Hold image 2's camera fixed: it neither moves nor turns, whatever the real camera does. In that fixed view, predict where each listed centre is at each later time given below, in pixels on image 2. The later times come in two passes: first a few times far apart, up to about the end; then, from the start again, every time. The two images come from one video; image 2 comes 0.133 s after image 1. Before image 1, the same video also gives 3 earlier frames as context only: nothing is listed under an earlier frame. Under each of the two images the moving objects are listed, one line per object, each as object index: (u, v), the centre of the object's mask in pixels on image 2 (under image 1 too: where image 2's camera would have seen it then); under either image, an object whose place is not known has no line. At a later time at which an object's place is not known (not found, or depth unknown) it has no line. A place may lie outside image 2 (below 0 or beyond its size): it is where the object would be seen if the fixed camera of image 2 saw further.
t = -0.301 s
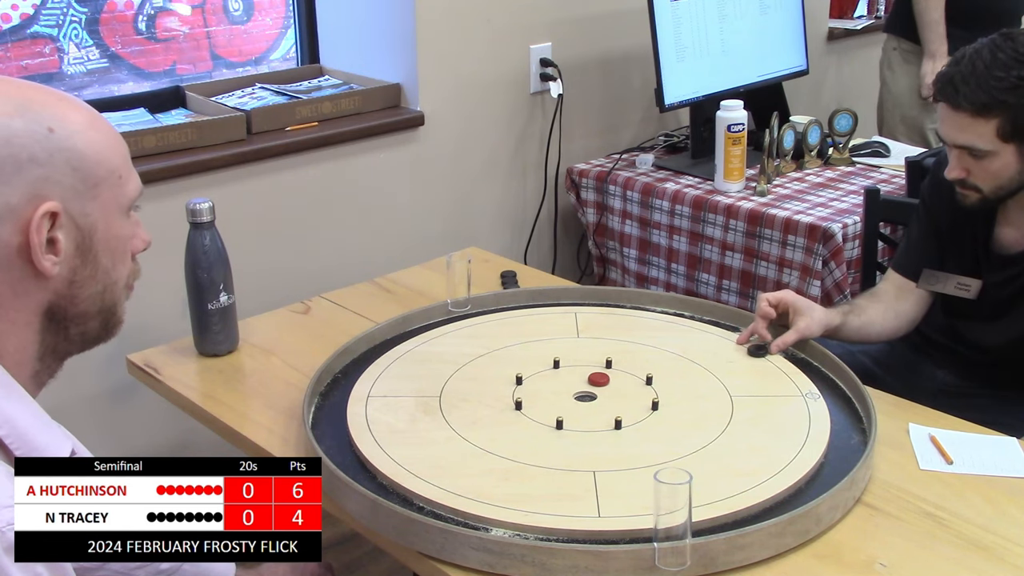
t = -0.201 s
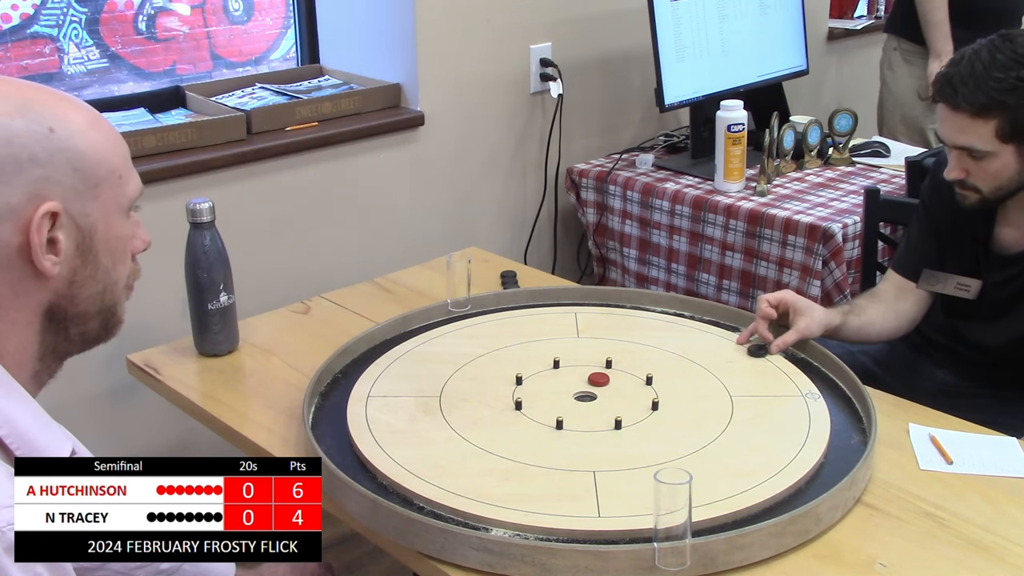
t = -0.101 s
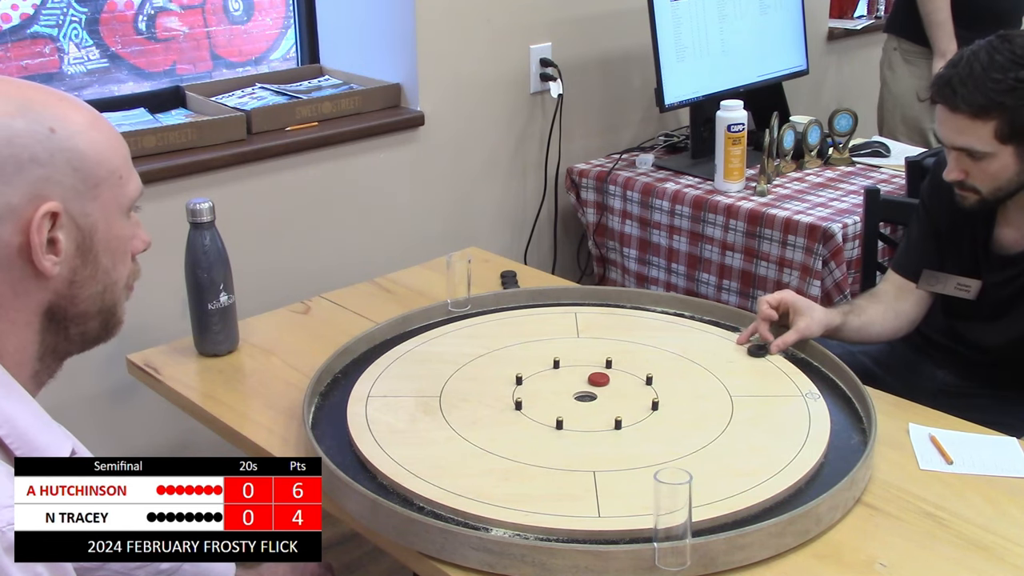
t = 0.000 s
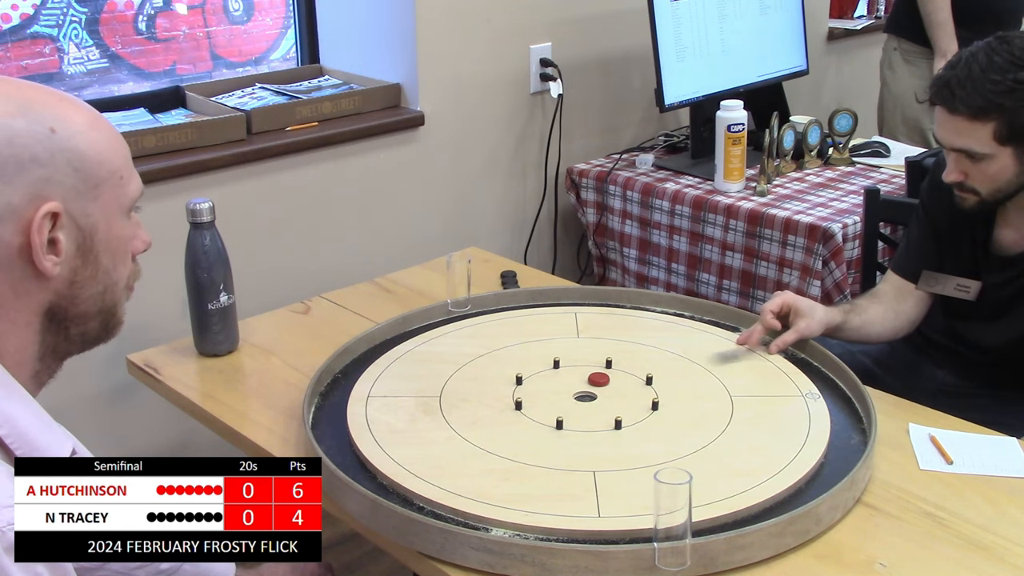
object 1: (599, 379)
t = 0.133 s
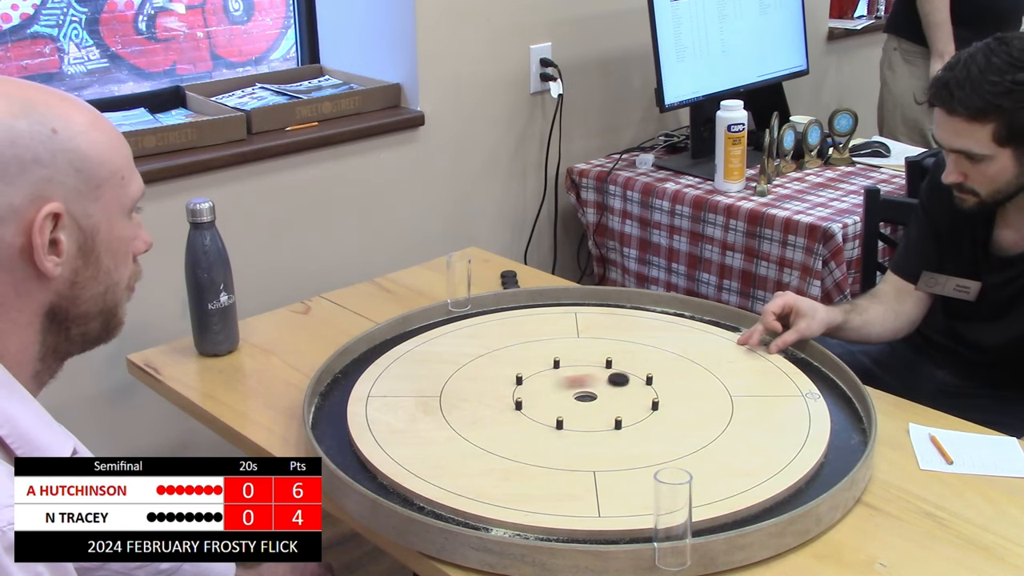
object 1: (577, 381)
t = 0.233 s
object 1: (483, 392)
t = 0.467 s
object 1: (331, 417)
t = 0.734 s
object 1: (326, 419)
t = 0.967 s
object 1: (327, 418)
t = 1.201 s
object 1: (327, 418)
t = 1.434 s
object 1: (327, 418)
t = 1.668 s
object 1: (327, 418)
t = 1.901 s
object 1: (327, 418)
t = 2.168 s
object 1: (327, 418)
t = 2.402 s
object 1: (327, 418)
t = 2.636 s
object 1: (327, 419)
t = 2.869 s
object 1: (327, 419)
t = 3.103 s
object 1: (327, 419)
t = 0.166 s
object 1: (546, 385)
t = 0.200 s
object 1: (514, 389)
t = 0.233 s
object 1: (483, 392)
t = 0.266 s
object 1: (456, 395)
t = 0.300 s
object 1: (425, 398)
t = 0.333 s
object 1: (396, 402)
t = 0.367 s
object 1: (371, 404)
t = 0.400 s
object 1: (340, 407)
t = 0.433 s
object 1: (325, 414)
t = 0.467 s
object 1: (331, 417)
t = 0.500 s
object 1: (333, 417)
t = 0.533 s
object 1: (328, 419)
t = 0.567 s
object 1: (325, 419)
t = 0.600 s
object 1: (322, 419)
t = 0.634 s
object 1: (324, 419)
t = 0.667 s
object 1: (325, 419)
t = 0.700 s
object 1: (326, 419)
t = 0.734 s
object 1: (326, 419)
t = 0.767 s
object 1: (326, 419)
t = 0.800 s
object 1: (326, 419)
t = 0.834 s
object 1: (326, 419)
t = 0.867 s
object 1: (326, 419)
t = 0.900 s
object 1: (326, 418)
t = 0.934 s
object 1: (327, 418)
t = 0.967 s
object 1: (327, 418)
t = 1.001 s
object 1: (327, 418)
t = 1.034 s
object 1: (327, 418)
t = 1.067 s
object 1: (327, 419)
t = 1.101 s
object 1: (327, 419)
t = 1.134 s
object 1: (327, 418)
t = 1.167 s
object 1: (327, 418)
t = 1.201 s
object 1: (327, 418)
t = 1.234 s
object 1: (327, 418)
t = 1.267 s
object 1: (327, 418)
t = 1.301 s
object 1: (327, 418)
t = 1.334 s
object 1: (327, 418)
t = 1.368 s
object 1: (327, 418)
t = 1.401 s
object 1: (327, 418)
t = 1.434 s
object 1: (327, 418)
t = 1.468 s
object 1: (327, 418)
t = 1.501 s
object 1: (327, 418)
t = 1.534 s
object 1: (327, 418)
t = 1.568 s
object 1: (327, 418)
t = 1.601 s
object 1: (327, 418)
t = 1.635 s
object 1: (327, 419)
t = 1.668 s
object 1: (327, 418)
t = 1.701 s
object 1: (327, 418)
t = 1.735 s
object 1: (327, 419)
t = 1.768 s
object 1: (327, 418)
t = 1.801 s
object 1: (327, 418)
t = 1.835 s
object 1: (327, 418)
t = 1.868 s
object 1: (327, 418)
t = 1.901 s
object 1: (327, 418)
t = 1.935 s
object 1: (327, 418)
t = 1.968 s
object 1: (327, 418)
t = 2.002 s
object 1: (327, 418)
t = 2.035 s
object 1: (327, 418)
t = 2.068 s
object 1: (327, 418)
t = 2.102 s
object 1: (327, 418)
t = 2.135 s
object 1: (327, 418)
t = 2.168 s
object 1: (327, 418)
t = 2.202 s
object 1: (327, 418)
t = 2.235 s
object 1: (327, 418)
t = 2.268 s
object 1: (327, 418)
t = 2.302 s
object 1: (327, 418)
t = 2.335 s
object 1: (327, 418)
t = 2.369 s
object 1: (327, 419)
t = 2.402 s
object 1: (327, 418)
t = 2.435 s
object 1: (327, 419)
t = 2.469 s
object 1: (327, 419)
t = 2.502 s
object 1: (327, 419)
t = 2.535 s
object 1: (327, 419)
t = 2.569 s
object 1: (327, 419)
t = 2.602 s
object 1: (327, 419)
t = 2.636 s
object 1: (327, 419)
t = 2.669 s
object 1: (327, 419)
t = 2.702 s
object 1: (327, 419)
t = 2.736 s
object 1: (327, 419)
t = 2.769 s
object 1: (327, 419)
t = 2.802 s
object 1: (327, 419)
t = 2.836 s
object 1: (327, 419)
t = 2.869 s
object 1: (327, 419)
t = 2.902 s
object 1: (327, 419)
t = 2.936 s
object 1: (327, 419)
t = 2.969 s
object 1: (327, 419)
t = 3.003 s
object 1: (327, 419)
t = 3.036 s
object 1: (327, 419)
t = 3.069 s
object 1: (327, 419)
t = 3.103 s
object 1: (327, 419)
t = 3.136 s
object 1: (327, 418)
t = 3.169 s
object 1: (327, 418)
